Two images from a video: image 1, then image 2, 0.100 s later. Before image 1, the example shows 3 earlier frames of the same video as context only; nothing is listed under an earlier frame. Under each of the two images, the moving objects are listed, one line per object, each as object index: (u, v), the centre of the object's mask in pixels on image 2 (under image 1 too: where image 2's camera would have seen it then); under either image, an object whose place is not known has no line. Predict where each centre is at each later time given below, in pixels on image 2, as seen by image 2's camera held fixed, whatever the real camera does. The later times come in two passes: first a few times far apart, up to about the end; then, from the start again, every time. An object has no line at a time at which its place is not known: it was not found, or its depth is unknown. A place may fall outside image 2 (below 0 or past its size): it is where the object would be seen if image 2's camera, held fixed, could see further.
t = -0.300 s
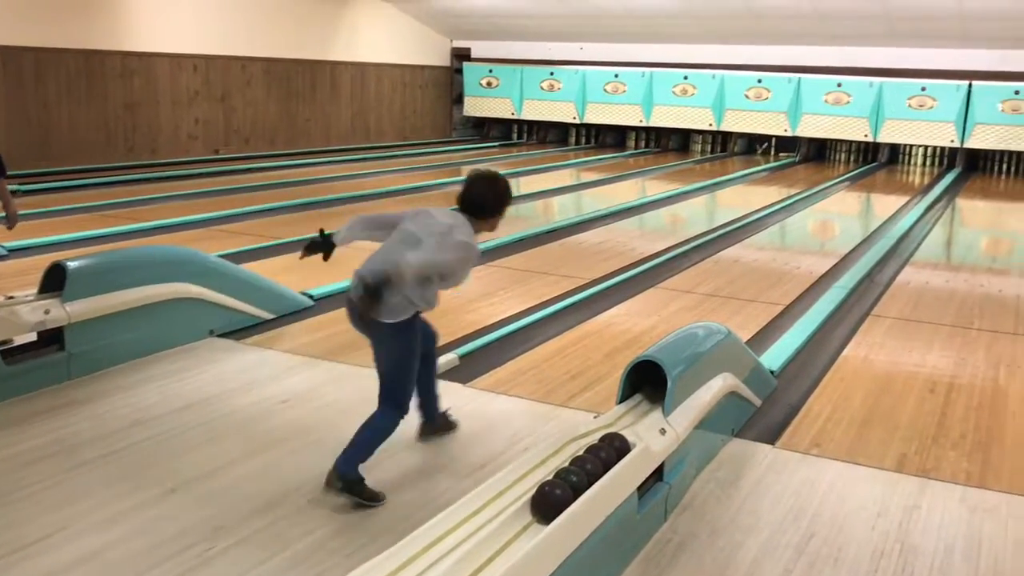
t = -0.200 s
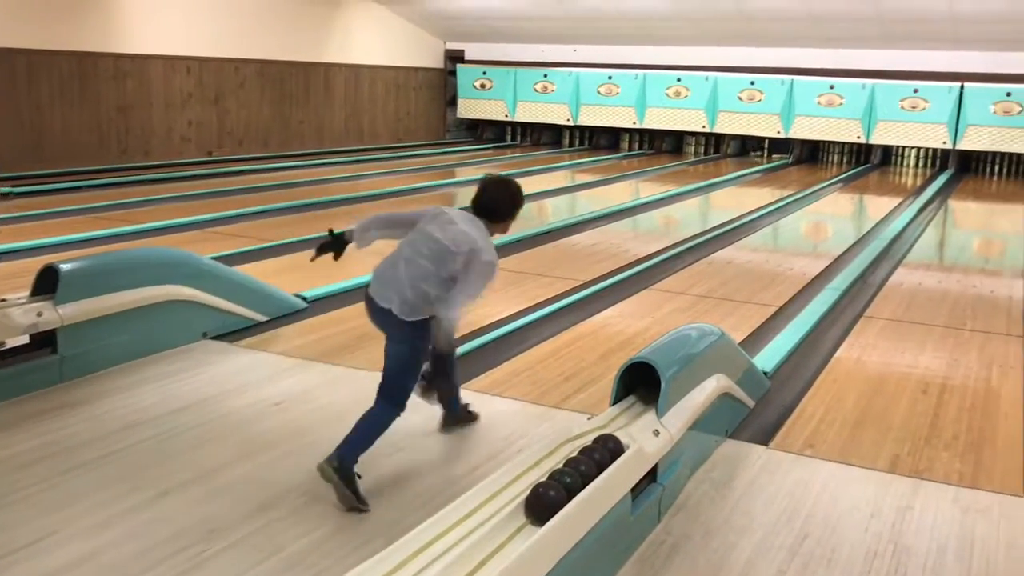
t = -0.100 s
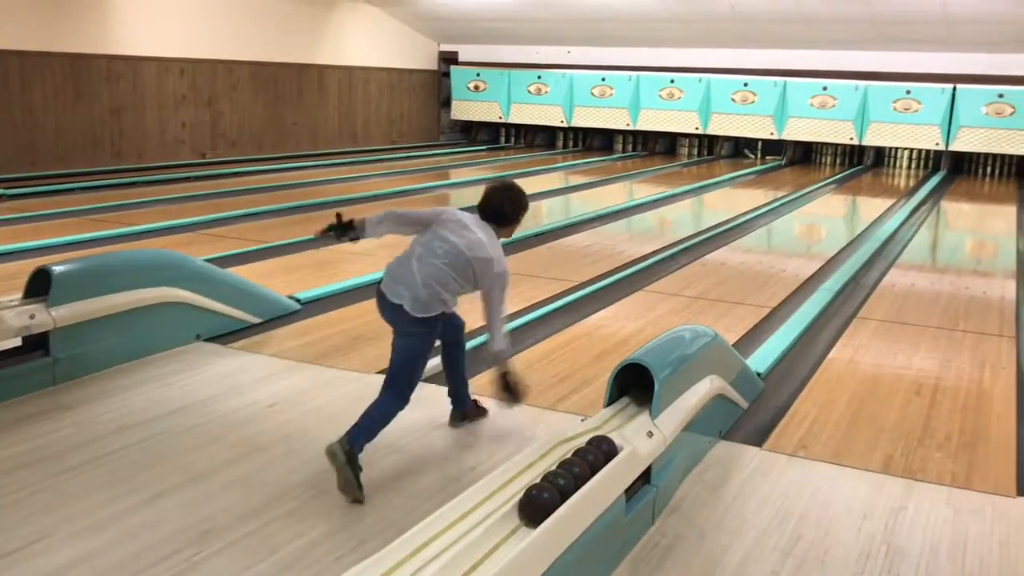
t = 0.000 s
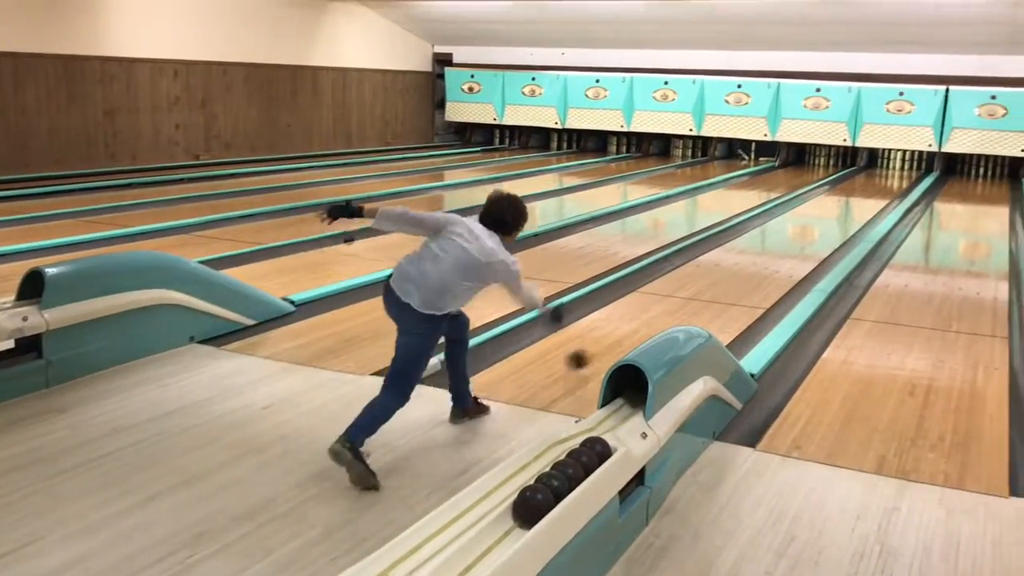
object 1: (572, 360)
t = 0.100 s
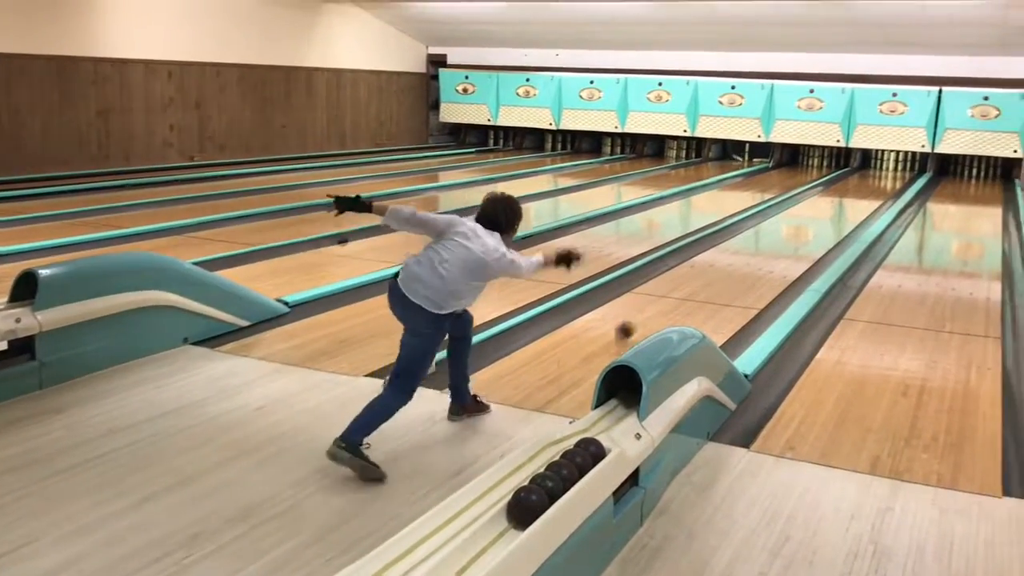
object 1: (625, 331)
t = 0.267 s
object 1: (687, 293)
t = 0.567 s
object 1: (756, 247)
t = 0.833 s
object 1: (794, 223)
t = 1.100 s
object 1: (820, 206)
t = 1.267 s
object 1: (833, 198)
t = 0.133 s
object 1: (639, 321)
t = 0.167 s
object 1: (652, 314)
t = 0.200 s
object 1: (665, 308)
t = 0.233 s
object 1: (676, 300)
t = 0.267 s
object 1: (687, 293)
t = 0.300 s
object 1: (696, 289)
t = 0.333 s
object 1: (705, 280)
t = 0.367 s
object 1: (714, 276)
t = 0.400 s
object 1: (722, 270)
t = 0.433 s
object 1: (730, 265)
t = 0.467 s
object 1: (737, 260)
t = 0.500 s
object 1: (744, 256)
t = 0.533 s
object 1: (750, 251)
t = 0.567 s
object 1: (756, 247)
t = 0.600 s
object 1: (761, 244)
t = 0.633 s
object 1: (767, 240)
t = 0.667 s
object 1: (772, 237)
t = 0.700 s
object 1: (777, 234)
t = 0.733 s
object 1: (781, 231)
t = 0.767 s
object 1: (786, 228)
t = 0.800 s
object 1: (790, 225)
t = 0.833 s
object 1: (794, 223)
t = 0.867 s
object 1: (798, 220)
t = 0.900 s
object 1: (801, 218)
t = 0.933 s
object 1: (805, 216)
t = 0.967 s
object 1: (808, 214)
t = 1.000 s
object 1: (811, 211)
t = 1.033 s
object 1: (814, 209)
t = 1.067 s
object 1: (817, 207)
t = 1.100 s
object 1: (820, 206)
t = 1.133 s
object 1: (823, 204)
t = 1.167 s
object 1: (825, 202)
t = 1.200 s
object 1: (828, 201)
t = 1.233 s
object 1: (831, 200)
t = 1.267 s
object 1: (833, 198)
